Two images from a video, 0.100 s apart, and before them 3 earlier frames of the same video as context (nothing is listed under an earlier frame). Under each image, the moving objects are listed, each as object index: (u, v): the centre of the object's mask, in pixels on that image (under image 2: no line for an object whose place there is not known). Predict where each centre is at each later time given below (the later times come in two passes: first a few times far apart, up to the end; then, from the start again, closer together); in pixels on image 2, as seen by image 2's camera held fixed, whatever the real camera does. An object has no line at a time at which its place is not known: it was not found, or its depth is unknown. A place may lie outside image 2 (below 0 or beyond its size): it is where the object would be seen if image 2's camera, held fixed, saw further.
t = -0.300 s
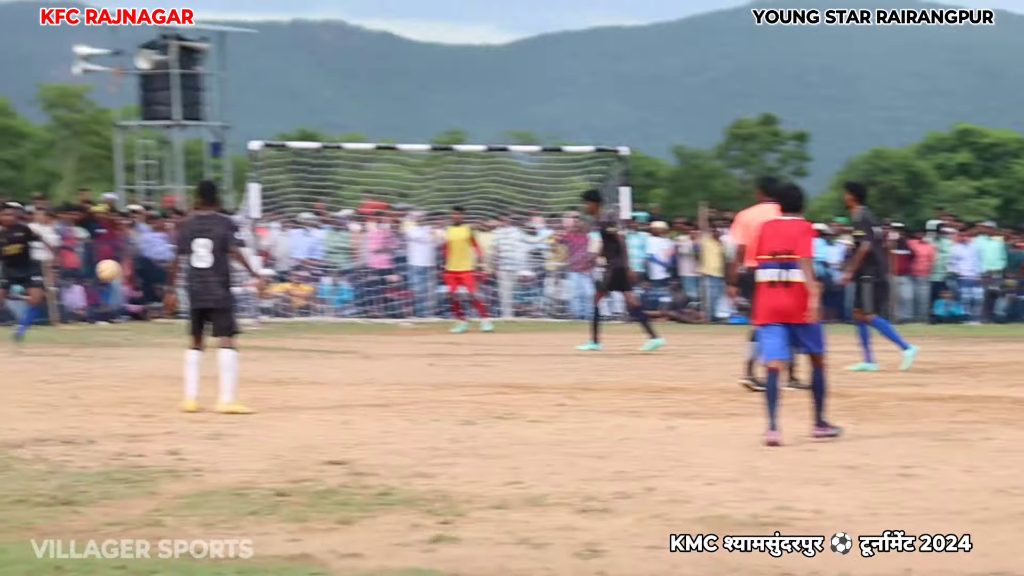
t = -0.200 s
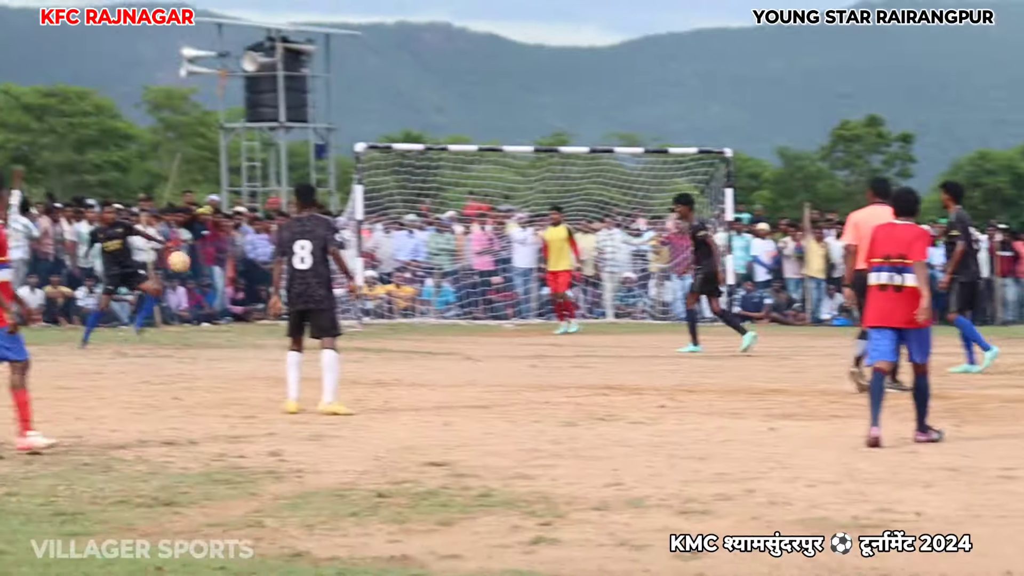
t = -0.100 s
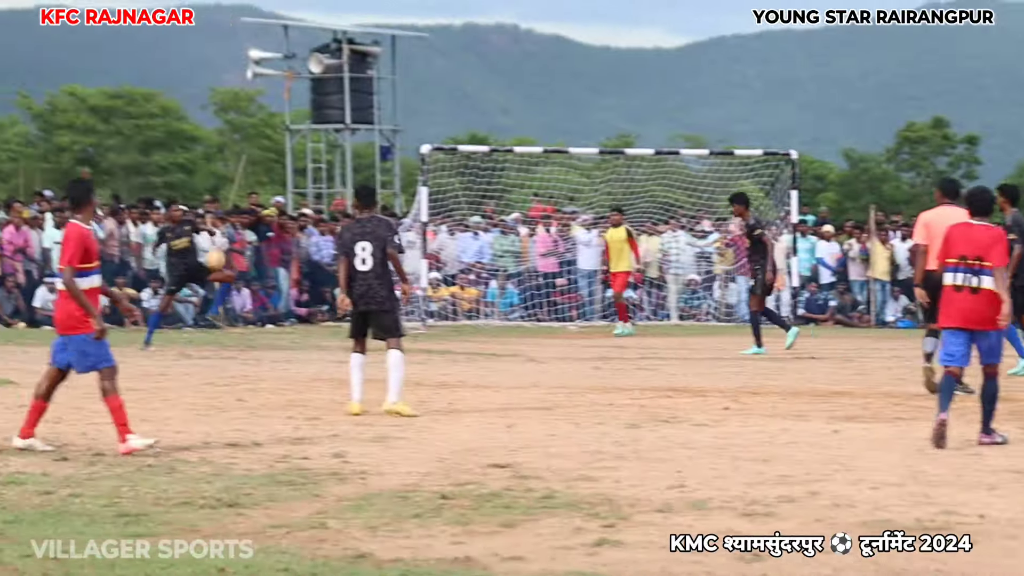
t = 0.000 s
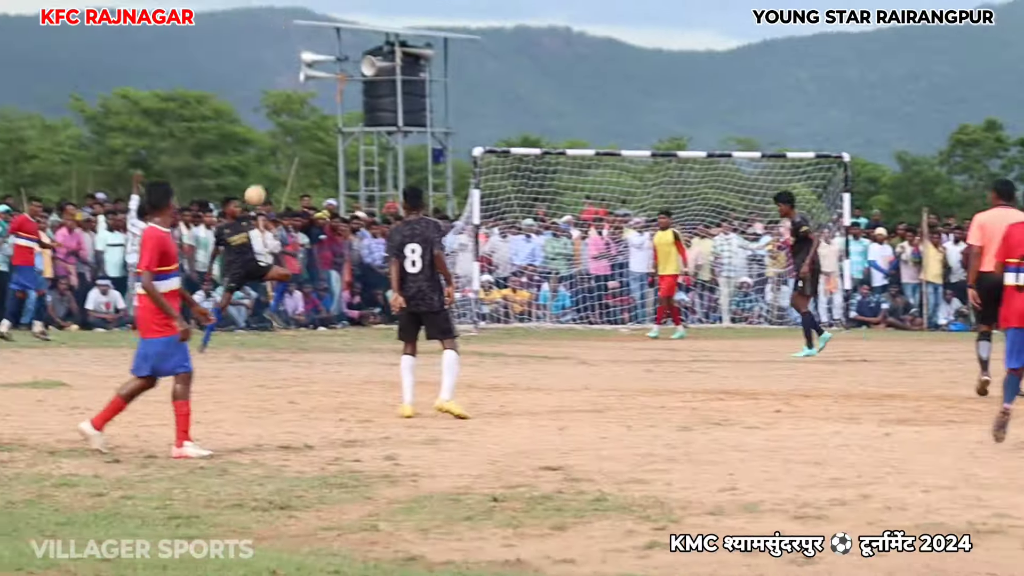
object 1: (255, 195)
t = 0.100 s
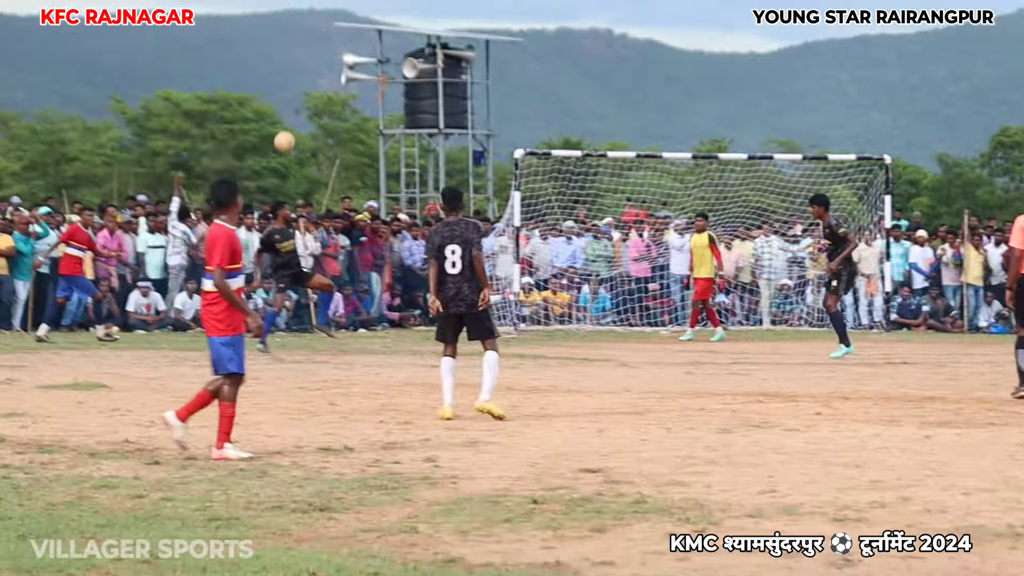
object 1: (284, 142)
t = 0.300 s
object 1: (263, 58)
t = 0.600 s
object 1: (230, 5)
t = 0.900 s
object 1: (199, 31)
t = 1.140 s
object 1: (177, 111)
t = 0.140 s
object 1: (280, 121)
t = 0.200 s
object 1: (273, 95)
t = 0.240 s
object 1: (269, 79)
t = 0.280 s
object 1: (264, 64)
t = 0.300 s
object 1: (263, 58)
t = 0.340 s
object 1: (258, 46)
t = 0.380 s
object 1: (253, 35)
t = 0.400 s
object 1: (251, 31)
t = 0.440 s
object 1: (247, 23)
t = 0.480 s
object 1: (242, 16)
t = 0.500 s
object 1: (240, 14)
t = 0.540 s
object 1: (236, 9)
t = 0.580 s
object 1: (232, 5)
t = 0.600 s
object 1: (230, 5)
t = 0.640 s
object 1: (225, 4)
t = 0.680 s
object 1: (221, 4)
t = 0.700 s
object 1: (219, 5)
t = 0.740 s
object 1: (215, 7)
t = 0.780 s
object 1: (210, 10)
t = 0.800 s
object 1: (208, 13)
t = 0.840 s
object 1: (204, 19)
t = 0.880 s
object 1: (200, 26)
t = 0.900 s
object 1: (199, 31)
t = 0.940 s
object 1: (195, 40)
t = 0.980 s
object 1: (191, 51)
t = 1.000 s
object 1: (189, 58)
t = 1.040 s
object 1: (185, 72)
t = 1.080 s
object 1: (182, 86)
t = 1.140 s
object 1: (177, 111)
